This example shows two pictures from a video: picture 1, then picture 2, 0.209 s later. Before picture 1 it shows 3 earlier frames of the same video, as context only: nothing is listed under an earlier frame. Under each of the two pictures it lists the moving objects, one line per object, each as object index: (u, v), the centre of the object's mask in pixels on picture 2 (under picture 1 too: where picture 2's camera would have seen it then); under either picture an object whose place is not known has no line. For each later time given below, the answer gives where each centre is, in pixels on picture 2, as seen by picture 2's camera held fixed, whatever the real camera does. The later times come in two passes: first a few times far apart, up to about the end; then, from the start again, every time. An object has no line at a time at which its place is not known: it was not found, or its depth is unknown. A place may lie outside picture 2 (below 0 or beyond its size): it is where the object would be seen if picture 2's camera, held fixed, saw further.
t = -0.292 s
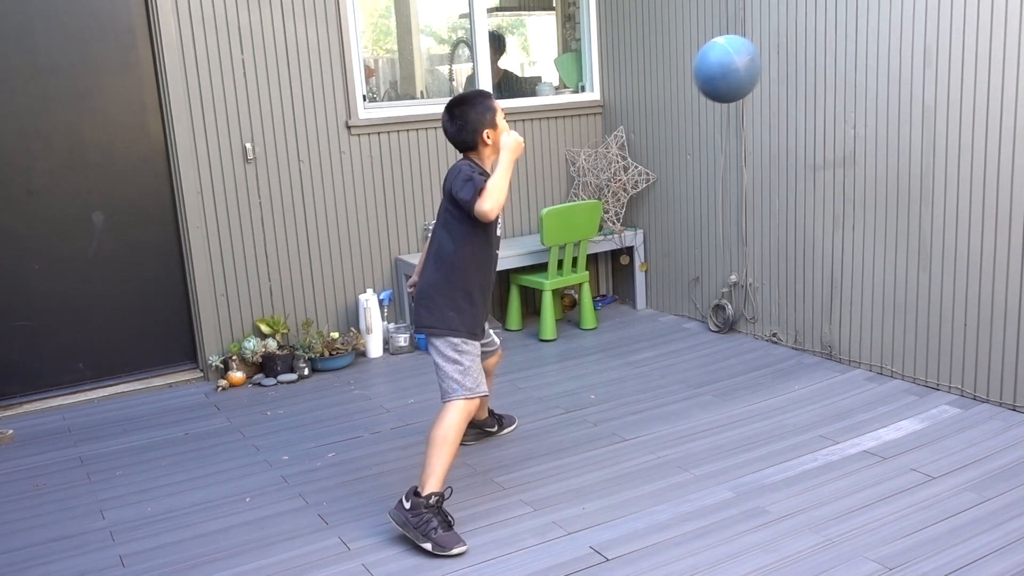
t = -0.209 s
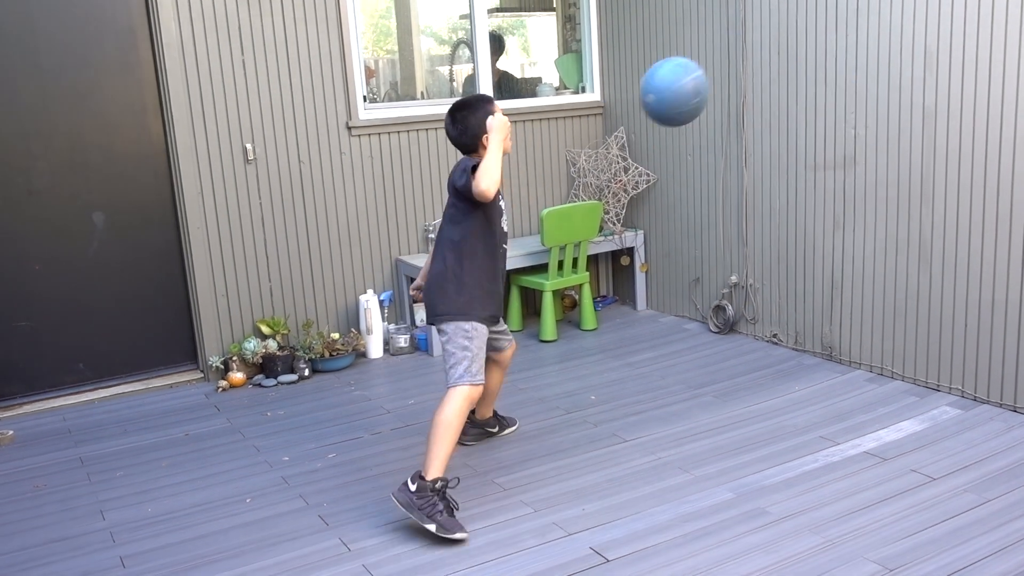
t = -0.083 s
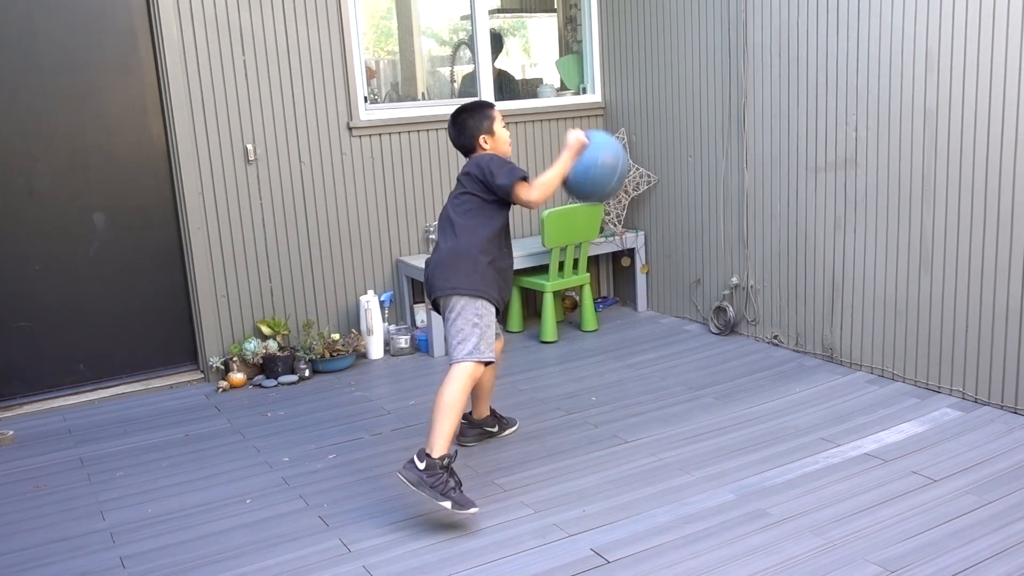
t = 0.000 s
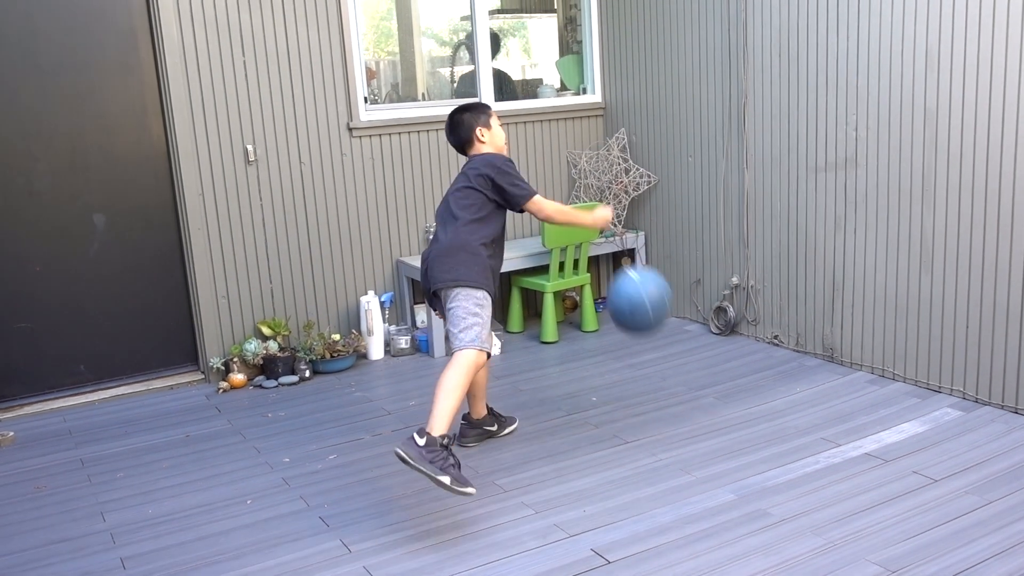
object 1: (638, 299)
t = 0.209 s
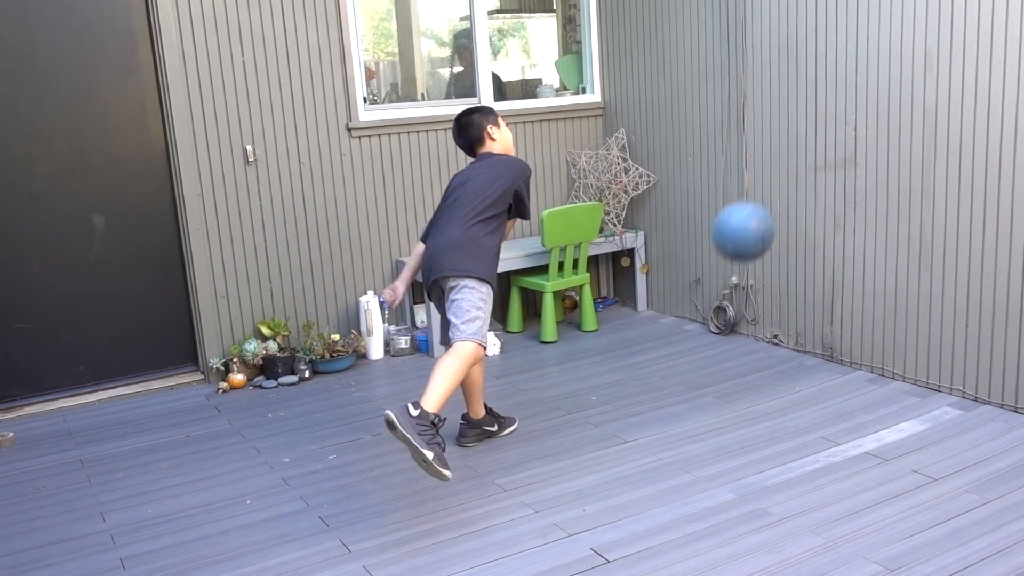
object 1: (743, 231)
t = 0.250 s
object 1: (763, 187)
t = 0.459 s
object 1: (852, 34)
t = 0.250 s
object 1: (763, 187)
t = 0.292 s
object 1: (782, 147)
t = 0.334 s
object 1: (801, 112)
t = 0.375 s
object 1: (821, 81)
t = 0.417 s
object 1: (839, 56)
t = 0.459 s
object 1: (852, 34)
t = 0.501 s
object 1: (838, 21)
